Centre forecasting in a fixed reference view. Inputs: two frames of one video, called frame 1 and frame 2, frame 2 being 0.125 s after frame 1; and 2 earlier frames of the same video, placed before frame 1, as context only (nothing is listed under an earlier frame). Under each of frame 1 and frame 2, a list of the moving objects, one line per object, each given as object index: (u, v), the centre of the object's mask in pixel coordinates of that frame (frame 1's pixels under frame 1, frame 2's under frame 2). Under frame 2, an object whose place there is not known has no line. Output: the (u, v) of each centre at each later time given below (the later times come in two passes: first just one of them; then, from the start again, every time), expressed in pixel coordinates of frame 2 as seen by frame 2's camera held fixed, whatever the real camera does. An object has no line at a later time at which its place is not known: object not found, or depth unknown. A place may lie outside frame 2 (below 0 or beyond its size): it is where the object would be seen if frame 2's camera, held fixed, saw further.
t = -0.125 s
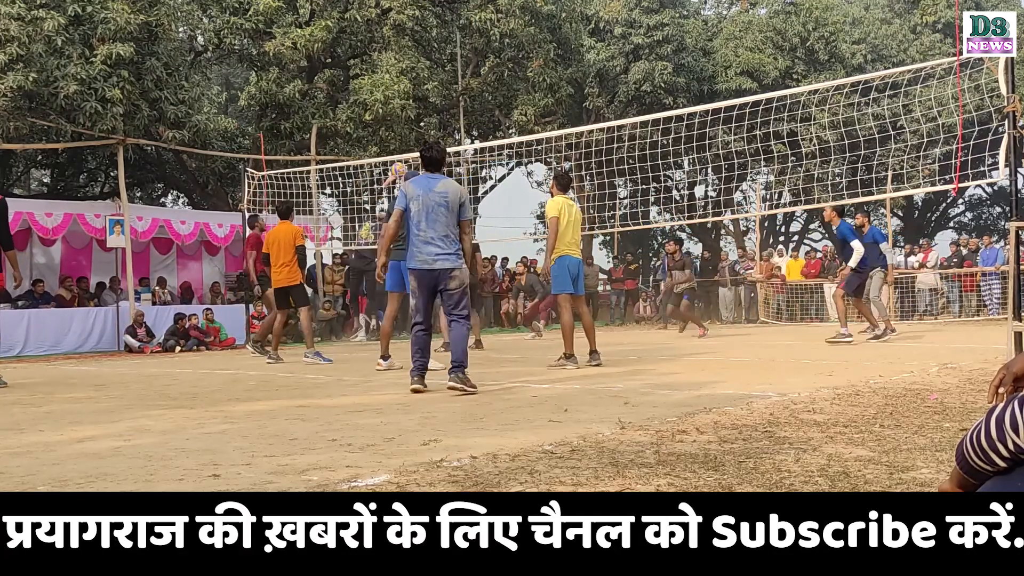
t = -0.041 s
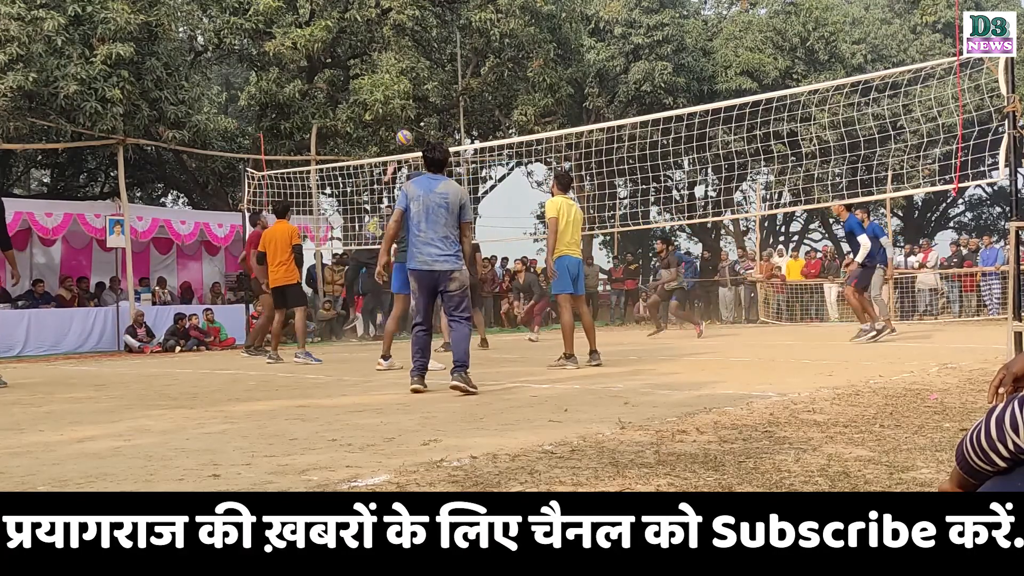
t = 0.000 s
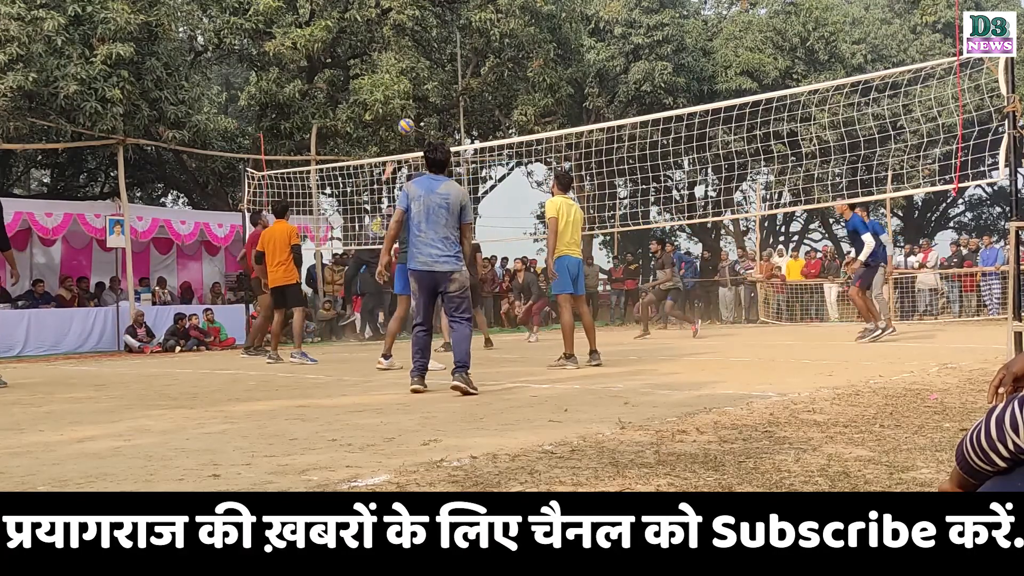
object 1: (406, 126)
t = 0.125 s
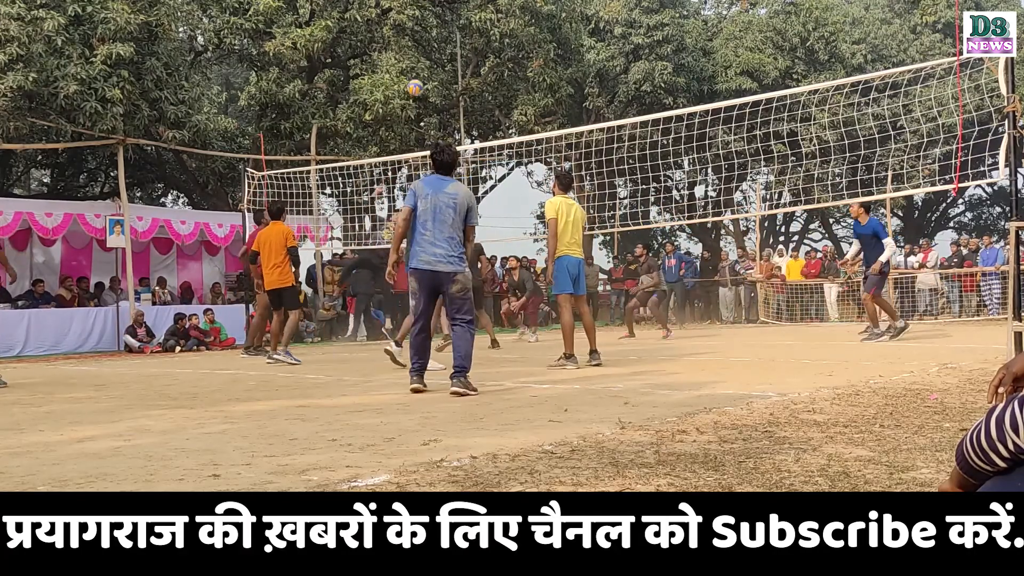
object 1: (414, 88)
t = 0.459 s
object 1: (440, 45)
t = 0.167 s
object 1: (418, 80)
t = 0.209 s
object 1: (420, 69)
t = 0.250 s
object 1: (423, 63)
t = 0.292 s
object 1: (427, 57)
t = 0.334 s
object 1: (430, 53)
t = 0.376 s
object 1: (434, 48)
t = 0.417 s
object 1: (436, 46)
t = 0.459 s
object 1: (440, 45)
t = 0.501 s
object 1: (443, 45)
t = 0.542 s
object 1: (447, 48)
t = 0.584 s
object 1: (450, 50)
